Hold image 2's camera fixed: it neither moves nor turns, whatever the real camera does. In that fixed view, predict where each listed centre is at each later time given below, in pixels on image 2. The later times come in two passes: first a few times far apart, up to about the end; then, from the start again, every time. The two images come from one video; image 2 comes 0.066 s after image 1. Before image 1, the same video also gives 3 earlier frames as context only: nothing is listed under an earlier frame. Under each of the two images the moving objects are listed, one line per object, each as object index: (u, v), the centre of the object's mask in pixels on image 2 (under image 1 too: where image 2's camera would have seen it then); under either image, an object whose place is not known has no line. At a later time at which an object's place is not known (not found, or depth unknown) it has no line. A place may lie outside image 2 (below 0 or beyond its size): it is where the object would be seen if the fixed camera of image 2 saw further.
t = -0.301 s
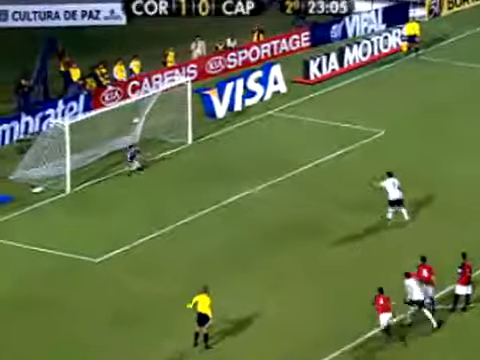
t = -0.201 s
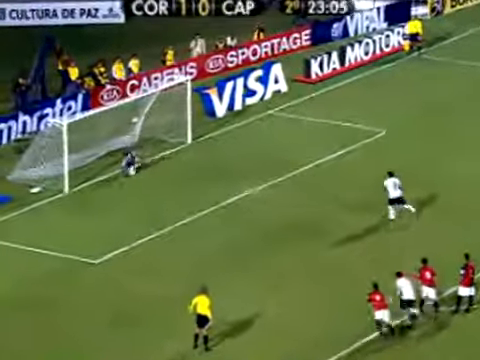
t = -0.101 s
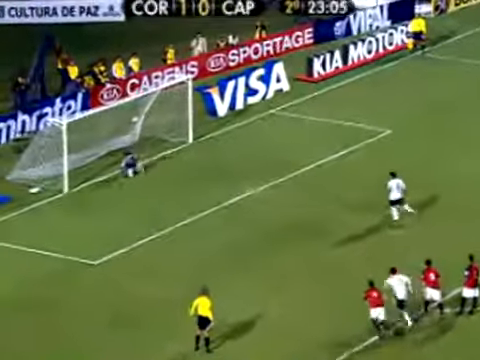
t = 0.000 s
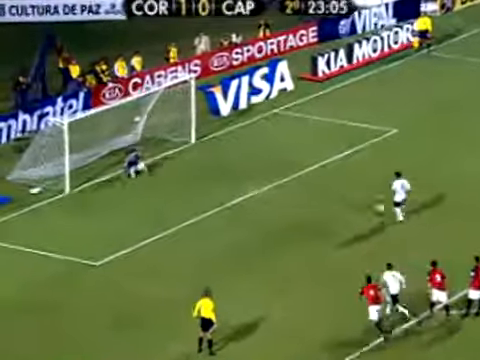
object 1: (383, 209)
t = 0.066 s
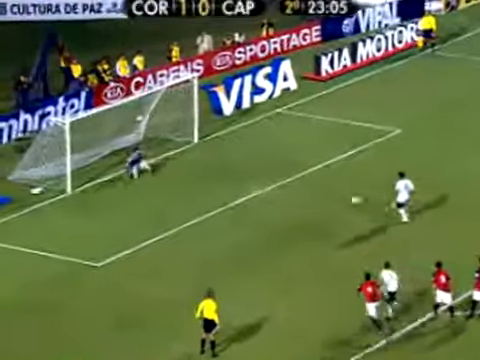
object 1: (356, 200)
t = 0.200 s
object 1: (301, 184)
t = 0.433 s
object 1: (216, 160)
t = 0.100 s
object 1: (341, 197)
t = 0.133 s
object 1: (326, 192)
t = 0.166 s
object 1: (310, 187)
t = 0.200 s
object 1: (301, 184)
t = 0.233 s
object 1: (287, 180)
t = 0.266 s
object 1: (272, 177)
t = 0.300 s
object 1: (263, 173)
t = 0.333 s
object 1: (249, 169)
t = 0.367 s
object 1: (239, 166)
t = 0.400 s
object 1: (229, 163)
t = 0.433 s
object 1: (216, 160)
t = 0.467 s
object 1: (207, 156)
